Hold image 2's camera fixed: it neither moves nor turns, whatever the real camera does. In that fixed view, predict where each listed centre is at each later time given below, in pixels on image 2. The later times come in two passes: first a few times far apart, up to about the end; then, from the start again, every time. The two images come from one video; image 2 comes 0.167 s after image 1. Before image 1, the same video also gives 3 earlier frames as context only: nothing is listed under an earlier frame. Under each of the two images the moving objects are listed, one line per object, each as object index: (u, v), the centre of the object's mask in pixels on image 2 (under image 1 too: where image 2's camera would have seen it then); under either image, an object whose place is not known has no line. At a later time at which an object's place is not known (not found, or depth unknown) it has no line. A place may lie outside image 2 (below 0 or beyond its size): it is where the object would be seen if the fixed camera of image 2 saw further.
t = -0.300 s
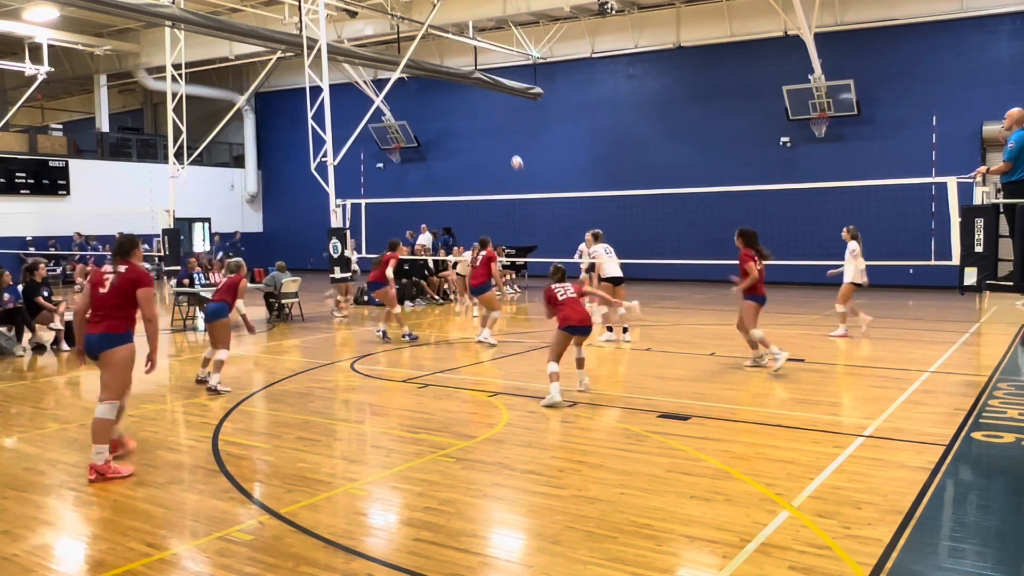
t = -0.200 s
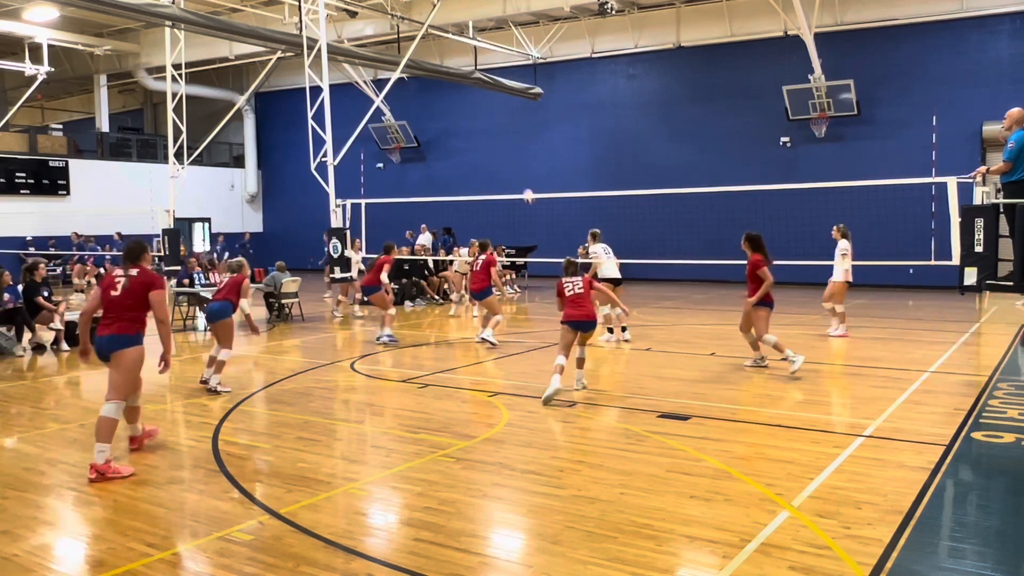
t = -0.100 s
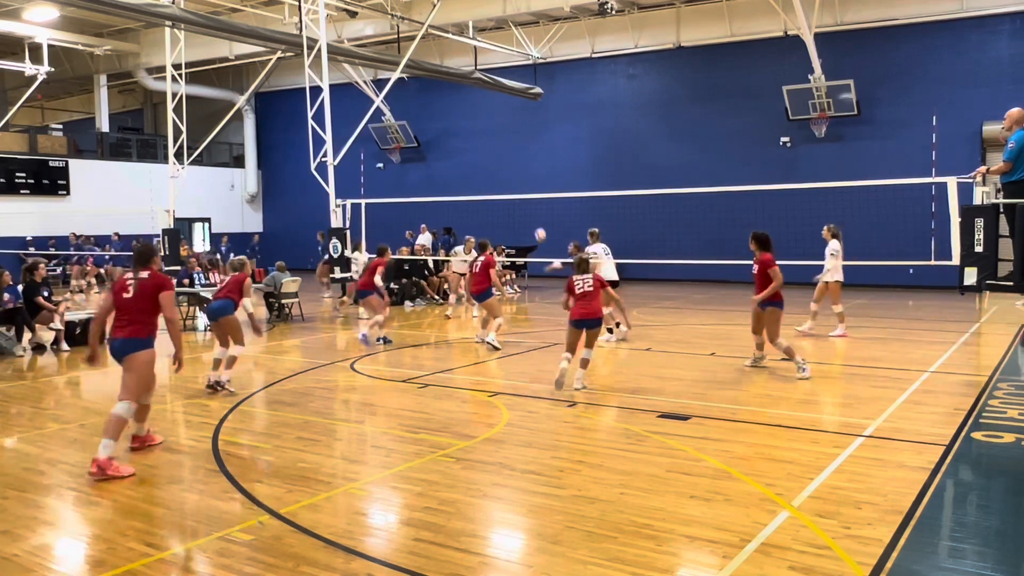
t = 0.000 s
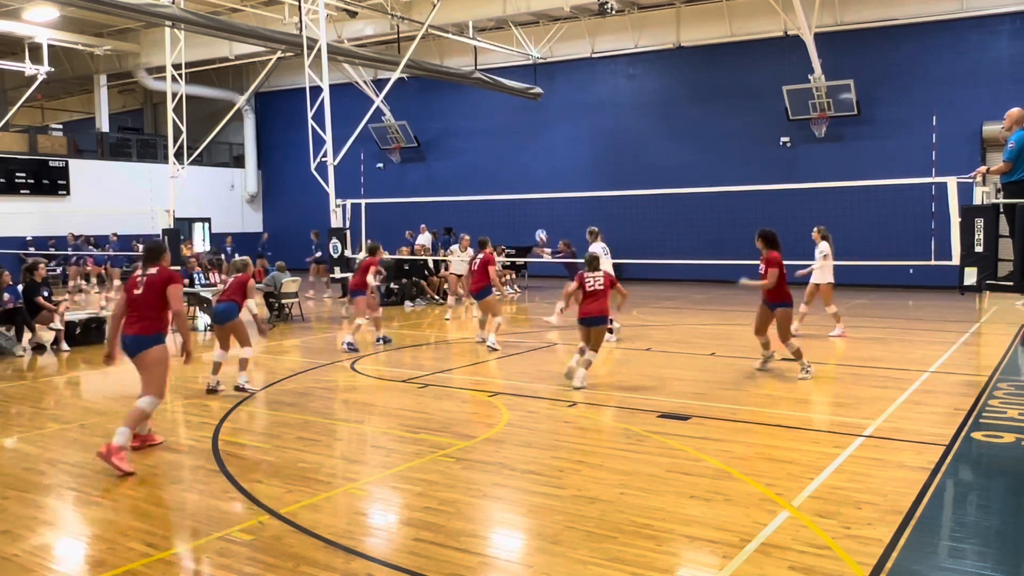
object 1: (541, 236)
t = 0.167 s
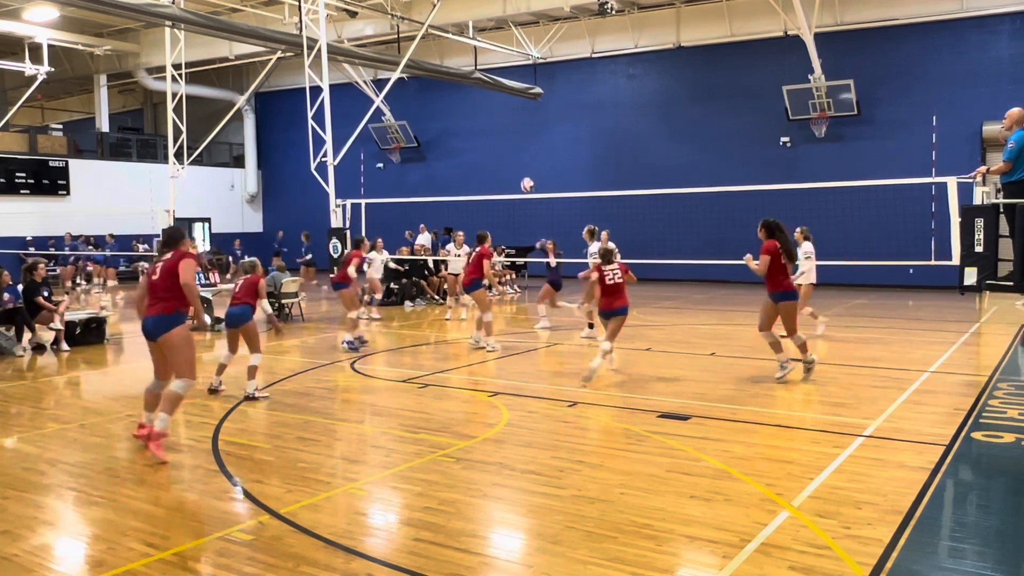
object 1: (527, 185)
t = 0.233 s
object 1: (521, 167)
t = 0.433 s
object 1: (504, 126)
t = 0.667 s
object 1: (482, 107)
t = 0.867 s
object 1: (463, 127)
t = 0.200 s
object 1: (524, 176)
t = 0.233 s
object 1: (521, 167)
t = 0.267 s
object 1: (519, 159)
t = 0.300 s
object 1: (516, 151)
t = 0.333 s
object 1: (513, 144)
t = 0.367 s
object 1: (510, 137)
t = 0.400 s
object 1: (507, 131)
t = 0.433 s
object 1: (504, 126)
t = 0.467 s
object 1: (500, 120)
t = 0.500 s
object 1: (498, 116)
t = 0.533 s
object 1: (495, 113)
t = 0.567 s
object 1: (492, 110)
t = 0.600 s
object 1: (488, 108)
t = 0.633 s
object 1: (486, 107)
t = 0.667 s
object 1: (482, 107)
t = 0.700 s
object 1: (479, 107)
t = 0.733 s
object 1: (476, 109)
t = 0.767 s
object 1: (473, 112)
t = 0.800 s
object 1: (470, 115)
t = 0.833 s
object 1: (466, 120)
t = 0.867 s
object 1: (463, 127)
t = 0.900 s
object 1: (459, 134)
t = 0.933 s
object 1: (456, 143)
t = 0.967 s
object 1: (453, 153)
